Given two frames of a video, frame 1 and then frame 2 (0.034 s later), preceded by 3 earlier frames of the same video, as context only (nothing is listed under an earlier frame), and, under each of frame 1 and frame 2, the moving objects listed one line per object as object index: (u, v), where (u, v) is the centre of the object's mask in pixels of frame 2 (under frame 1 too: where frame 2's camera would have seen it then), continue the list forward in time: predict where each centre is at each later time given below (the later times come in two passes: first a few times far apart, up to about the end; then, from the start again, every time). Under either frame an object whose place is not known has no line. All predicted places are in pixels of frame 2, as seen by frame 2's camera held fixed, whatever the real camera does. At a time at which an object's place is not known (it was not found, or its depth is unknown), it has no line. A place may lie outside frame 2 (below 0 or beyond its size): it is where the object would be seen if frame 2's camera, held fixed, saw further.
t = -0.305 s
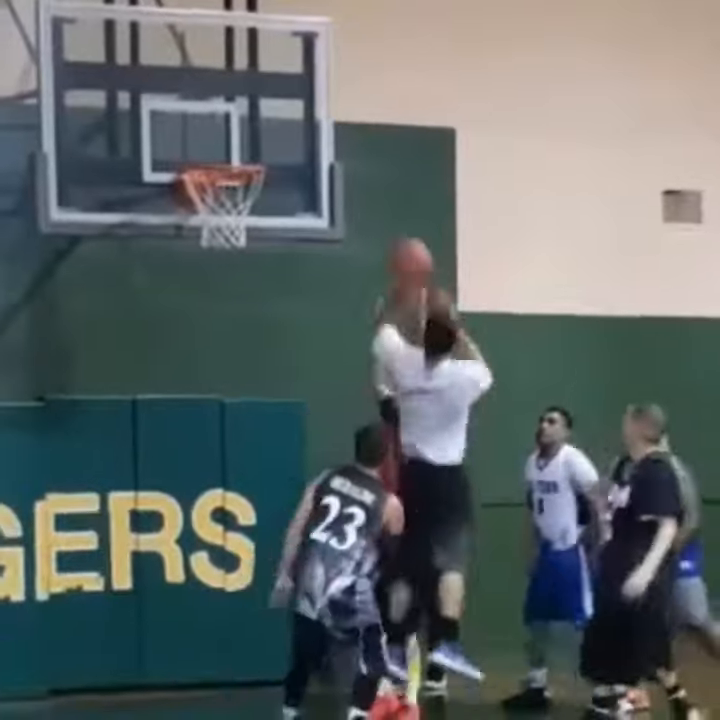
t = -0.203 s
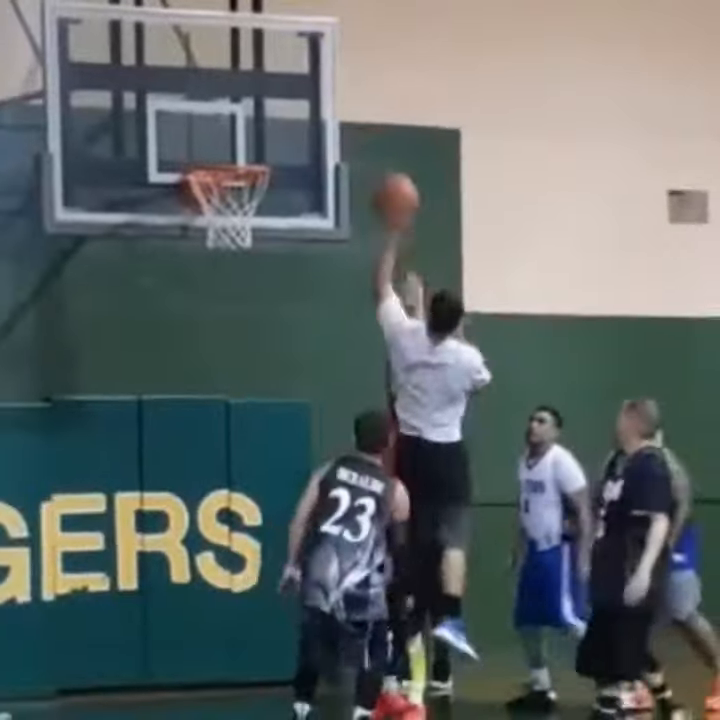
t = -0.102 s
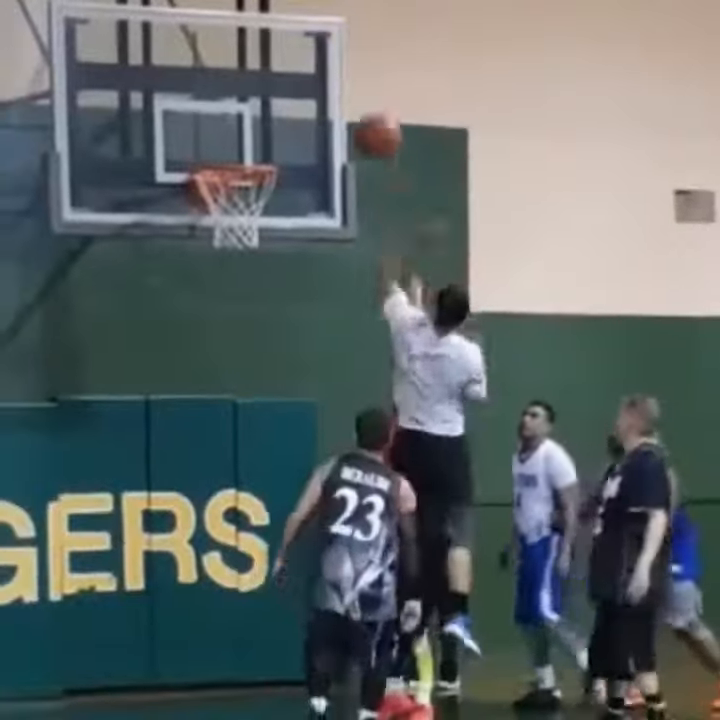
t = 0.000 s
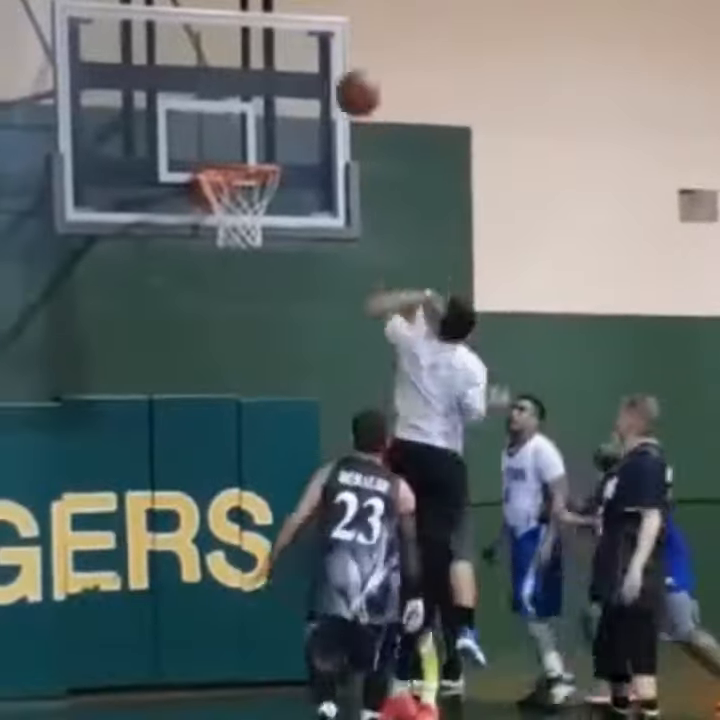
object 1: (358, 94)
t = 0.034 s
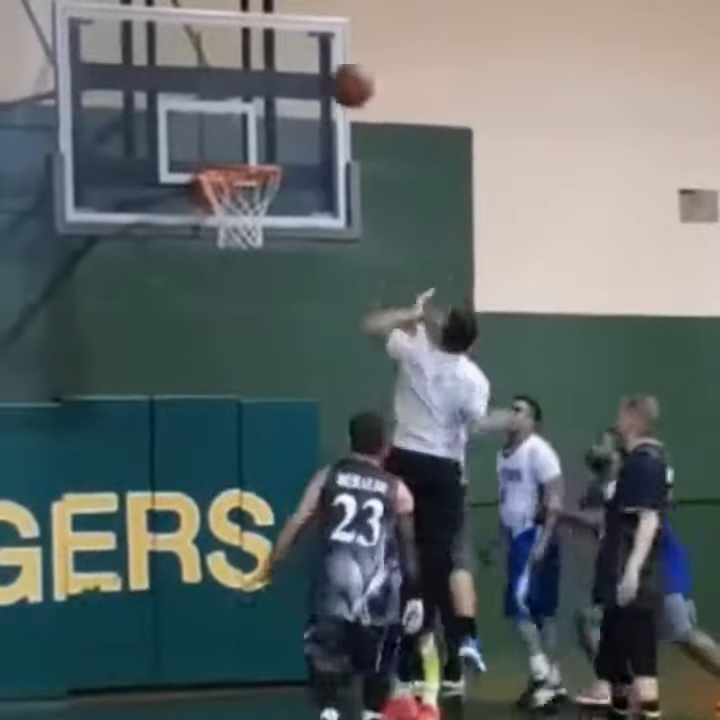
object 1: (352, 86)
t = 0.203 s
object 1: (316, 69)
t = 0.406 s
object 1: (273, 119)
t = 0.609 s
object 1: (236, 182)
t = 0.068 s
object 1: (347, 79)
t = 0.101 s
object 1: (340, 75)
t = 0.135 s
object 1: (330, 70)
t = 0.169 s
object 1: (322, 70)
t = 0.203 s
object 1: (316, 69)
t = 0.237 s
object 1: (310, 73)
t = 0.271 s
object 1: (305, 80)
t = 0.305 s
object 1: (298, 87)
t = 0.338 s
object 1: (291, 97)
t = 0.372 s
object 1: (286, 106)
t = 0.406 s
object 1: (273, 119)
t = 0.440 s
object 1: (270, 134)
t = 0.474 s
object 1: (265, 147)
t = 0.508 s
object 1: (263, 153)
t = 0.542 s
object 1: (260, 171)
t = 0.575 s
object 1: (237, 178)
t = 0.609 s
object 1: (236, 182)
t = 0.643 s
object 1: (220, 185)
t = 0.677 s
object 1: (217, 190)
